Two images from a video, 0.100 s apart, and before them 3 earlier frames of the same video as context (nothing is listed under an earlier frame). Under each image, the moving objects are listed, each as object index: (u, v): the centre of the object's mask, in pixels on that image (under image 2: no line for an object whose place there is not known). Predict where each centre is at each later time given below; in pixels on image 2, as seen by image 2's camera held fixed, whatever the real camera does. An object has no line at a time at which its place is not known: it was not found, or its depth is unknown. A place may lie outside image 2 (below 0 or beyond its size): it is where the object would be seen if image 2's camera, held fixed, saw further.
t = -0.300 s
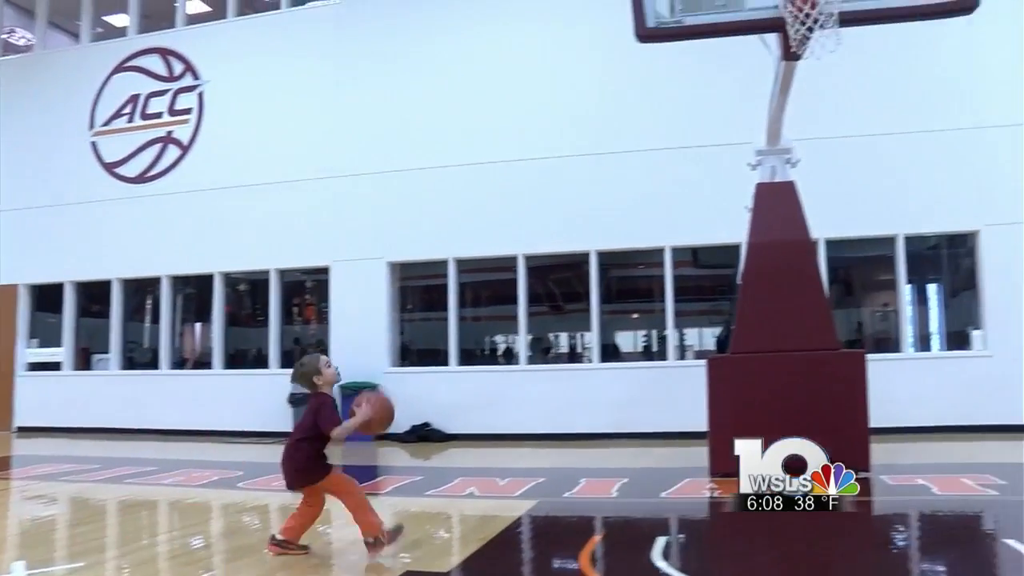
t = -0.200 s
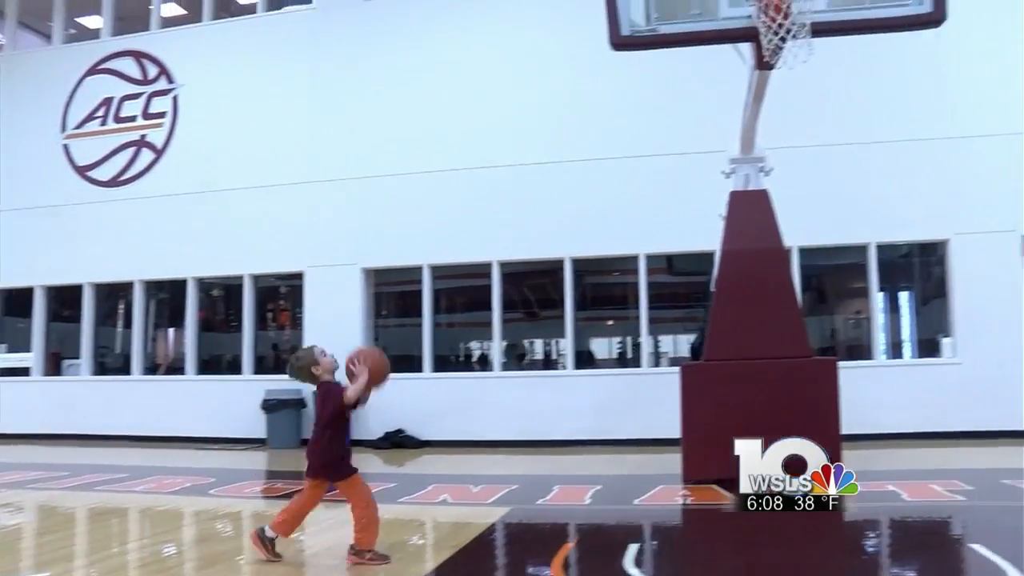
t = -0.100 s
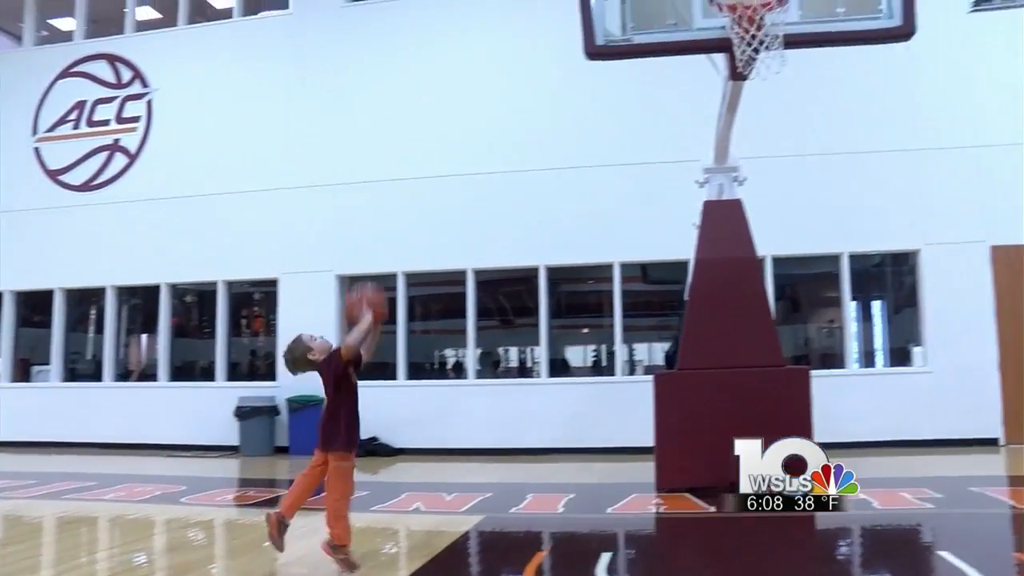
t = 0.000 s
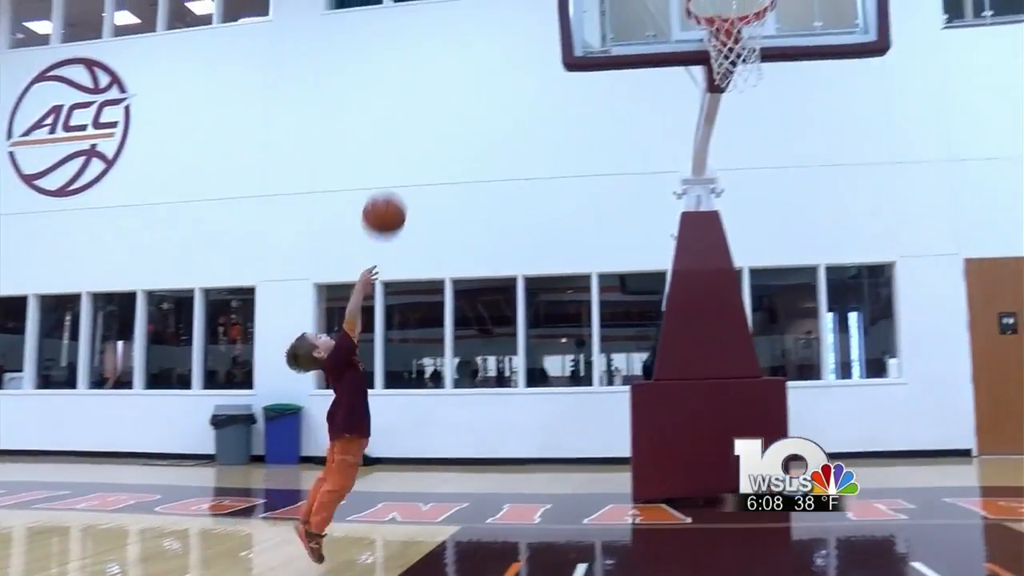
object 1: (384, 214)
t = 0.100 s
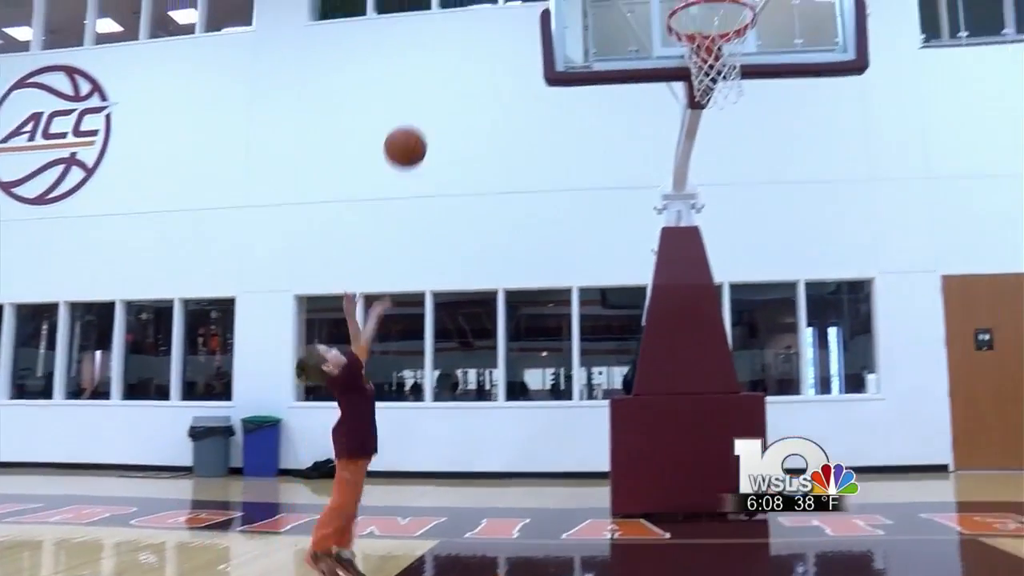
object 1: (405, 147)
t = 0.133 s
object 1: (420, 124)
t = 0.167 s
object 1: (433, 103)
